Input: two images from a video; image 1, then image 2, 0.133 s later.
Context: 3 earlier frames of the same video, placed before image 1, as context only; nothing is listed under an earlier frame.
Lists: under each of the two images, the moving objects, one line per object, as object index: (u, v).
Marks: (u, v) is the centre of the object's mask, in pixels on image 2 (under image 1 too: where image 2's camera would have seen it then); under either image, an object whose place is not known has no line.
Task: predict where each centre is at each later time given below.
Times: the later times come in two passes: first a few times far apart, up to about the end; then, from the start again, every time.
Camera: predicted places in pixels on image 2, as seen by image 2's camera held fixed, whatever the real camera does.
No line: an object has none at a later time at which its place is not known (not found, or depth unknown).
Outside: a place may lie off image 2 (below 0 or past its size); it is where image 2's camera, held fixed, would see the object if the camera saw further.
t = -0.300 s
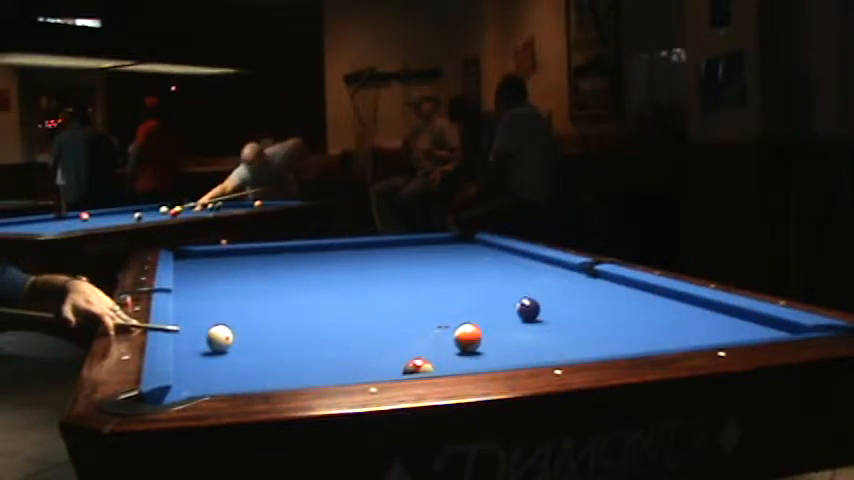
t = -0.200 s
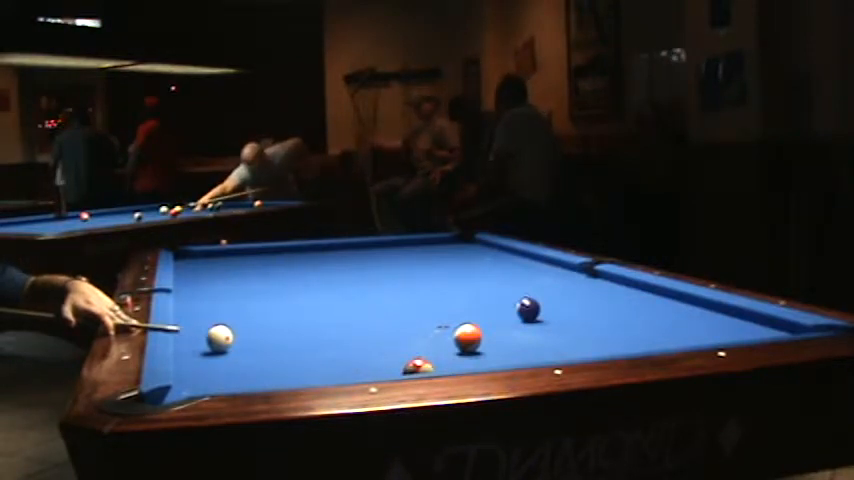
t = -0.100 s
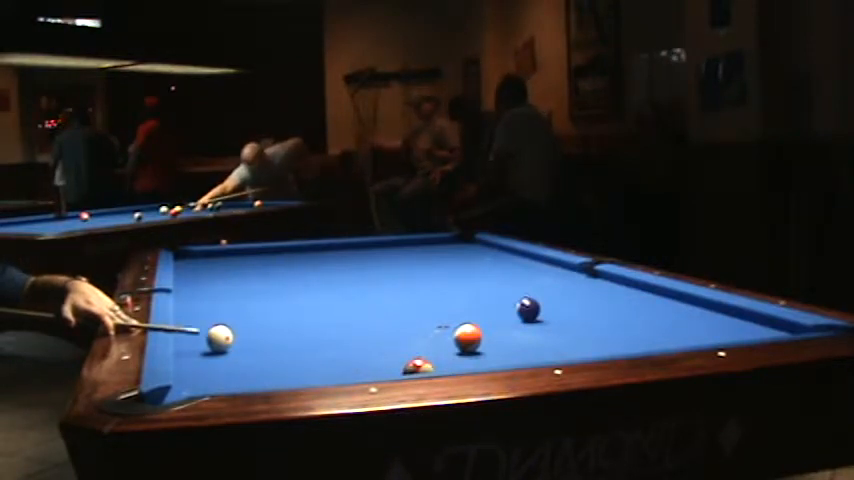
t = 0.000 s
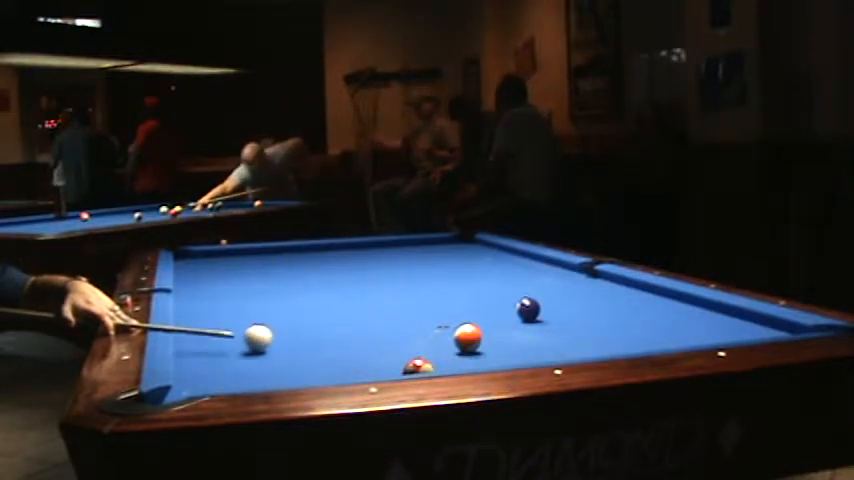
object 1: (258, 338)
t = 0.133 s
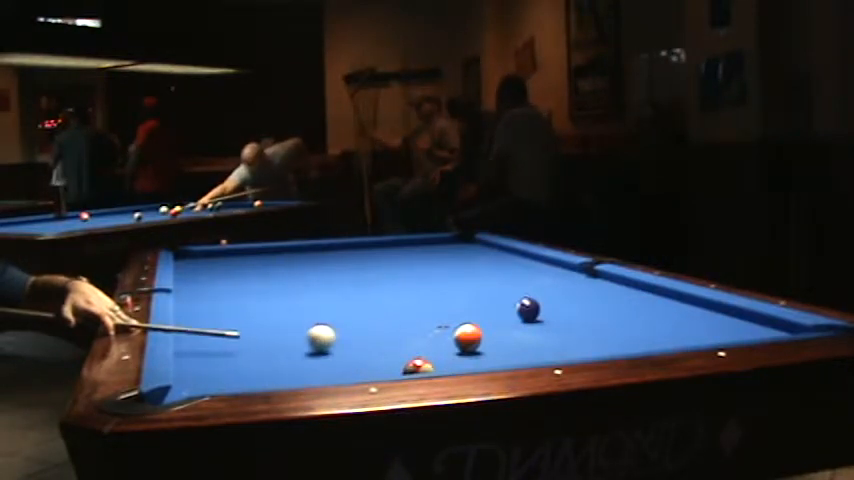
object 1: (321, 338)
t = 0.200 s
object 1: (353, 338)
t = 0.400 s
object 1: (441, 338)
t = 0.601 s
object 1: (459, 337)
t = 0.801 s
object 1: (479, 336)
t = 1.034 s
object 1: (500, 335)
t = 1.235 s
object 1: (517, 334)
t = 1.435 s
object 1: (532, 333)
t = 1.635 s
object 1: (545, 332)
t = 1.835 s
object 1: (556, 331)
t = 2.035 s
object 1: (565, 330)
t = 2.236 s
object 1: (572, 329)
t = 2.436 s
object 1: (578, 328)
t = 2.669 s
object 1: (582, 328)
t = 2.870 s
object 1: (585, 327)
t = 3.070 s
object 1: (585, 327)
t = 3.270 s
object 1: (586, 327)
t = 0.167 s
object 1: (337, 338)
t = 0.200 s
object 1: (353, 338)
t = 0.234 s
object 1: (369, 338)
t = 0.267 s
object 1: (384, 338)
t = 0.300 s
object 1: (401, 338)
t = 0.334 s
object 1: (417, 338)
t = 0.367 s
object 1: (433, 338)
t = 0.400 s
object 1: (441, 338)
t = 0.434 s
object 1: (442, 337)
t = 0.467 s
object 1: (445, 338)
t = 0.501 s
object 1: (448, 338)
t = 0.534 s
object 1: (452, 337)
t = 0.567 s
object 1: (456, 337)
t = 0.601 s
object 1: (459, 337)
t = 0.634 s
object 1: (463, 337)
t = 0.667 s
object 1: (466, 337)
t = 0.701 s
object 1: (469, 336)
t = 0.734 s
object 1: (473, 336)
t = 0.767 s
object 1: (476, 336)
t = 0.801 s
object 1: (479, 336)
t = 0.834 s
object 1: (482, 336)
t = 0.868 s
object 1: (485, 335)
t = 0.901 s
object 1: (488, 335)
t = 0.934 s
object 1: (492, 335)
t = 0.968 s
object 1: (494, 335)
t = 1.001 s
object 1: (497, 335)
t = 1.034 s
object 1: (500, 335)
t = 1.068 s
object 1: (503, 335)
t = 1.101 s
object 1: (506, 335)
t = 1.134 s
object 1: (509, 334)
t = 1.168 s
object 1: (511, 334)
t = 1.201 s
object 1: (514, 334)
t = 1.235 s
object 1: (517, 334)
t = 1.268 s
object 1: (519, 334)
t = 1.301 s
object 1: (522, 333)
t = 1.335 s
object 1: (524, 334)
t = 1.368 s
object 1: (527, 334)
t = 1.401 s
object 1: (529, 333)
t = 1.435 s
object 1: (532, 333)
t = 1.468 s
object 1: (534, 333)
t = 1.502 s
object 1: (536, 333)
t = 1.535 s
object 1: (538, 333)
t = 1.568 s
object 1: (541, 332)
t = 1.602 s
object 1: (543, 332)
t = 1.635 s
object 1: (545, 332)
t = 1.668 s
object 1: (547, 332)
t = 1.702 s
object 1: (548, 331)
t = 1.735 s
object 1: (550, 332)
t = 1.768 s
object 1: (552, 331)
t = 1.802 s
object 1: (554, 331)
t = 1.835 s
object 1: (556, 331)
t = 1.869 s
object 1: (557, 331)
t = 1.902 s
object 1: (559, 330)
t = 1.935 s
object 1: (561, 330)
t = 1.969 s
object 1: (562, 330)
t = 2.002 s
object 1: (563, 330)
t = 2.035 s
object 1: (565, 330)
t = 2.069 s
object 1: (566, 329)
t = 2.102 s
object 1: (567, 330)
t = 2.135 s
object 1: (568, 329)
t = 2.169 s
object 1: (570, 329)
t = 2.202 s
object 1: (571, 329)
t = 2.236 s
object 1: (572, 329)
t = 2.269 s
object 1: (573, 329)
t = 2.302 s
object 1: (574, 329)
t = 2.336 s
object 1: (575, 329)
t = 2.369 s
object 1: (576, 329)
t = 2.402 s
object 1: (577, 329)
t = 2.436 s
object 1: (578, 328)
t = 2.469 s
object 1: (579, 328)
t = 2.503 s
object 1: (580, 328)
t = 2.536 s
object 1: (580, 328)
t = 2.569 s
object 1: (581, 328)
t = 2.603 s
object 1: (581, 328)
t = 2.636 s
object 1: (582, 328)
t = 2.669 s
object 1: (582, 328)
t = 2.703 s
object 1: (583, 328)
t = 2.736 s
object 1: (583, 328)
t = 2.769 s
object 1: (584, 328)
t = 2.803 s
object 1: (584, 328)
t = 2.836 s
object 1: (585, 328)
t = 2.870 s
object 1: (585, 327)
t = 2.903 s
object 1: (585, 327)
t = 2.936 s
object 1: (585, 327)
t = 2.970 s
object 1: (586, 328)
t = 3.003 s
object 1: (586, 328)
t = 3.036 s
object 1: (586, 327)
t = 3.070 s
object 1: (585, 327)
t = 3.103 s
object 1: (585, 327)
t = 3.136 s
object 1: (585, 327)
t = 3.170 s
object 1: (585, 328)
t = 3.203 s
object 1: (585, 327)
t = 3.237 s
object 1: (585, 327)
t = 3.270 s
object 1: (586, 327)
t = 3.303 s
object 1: (585, 327)
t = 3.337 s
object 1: (585, 327)
